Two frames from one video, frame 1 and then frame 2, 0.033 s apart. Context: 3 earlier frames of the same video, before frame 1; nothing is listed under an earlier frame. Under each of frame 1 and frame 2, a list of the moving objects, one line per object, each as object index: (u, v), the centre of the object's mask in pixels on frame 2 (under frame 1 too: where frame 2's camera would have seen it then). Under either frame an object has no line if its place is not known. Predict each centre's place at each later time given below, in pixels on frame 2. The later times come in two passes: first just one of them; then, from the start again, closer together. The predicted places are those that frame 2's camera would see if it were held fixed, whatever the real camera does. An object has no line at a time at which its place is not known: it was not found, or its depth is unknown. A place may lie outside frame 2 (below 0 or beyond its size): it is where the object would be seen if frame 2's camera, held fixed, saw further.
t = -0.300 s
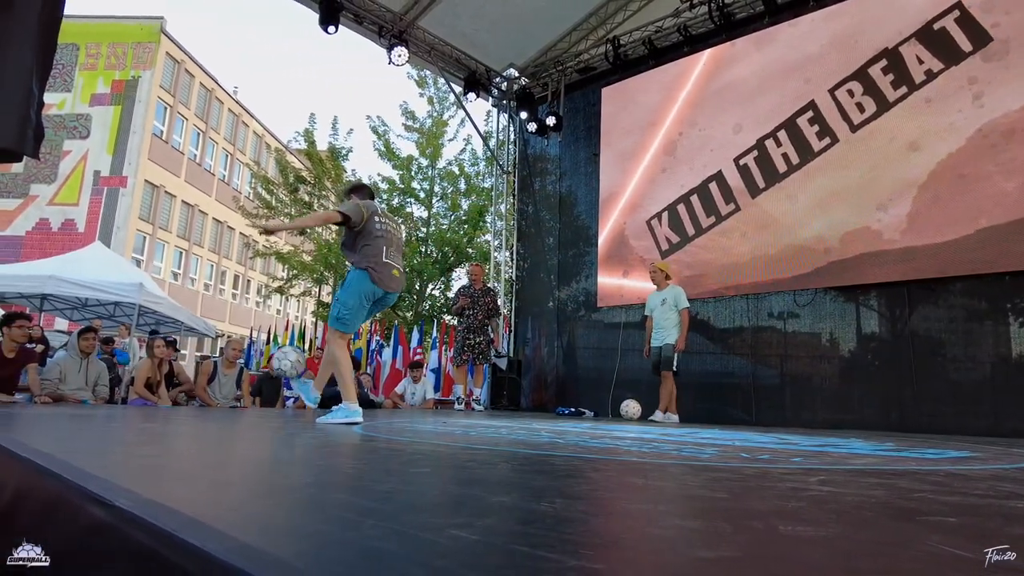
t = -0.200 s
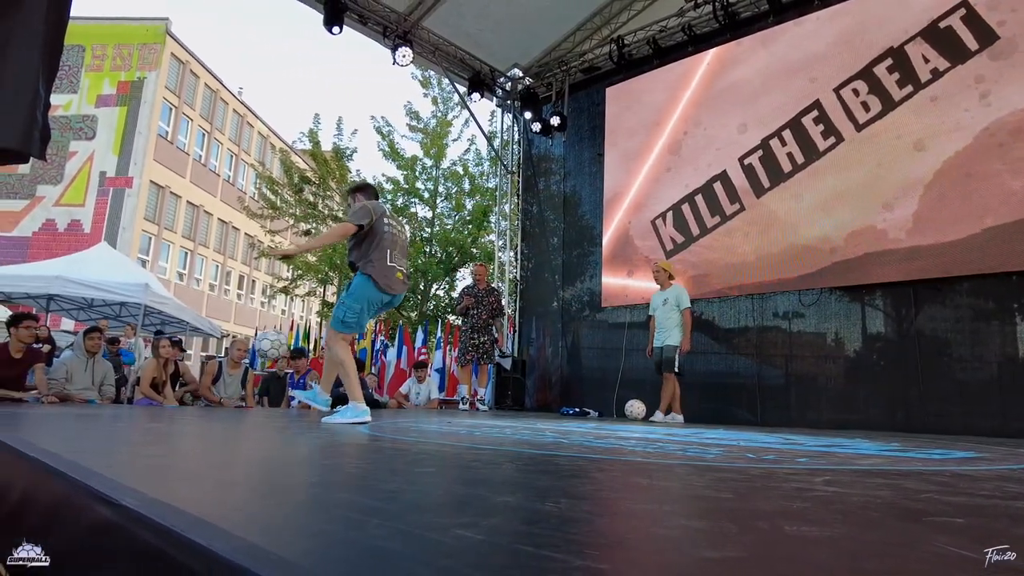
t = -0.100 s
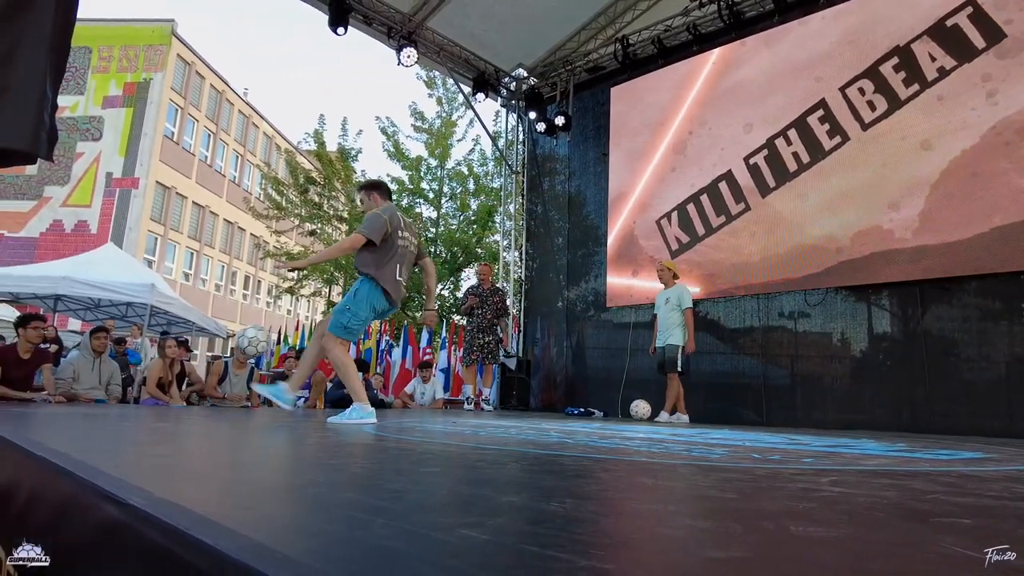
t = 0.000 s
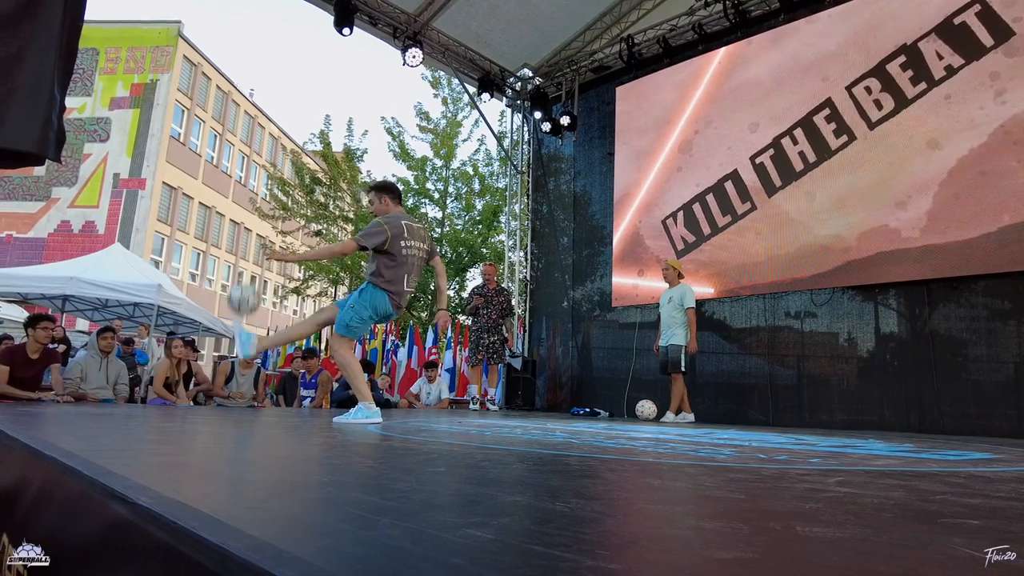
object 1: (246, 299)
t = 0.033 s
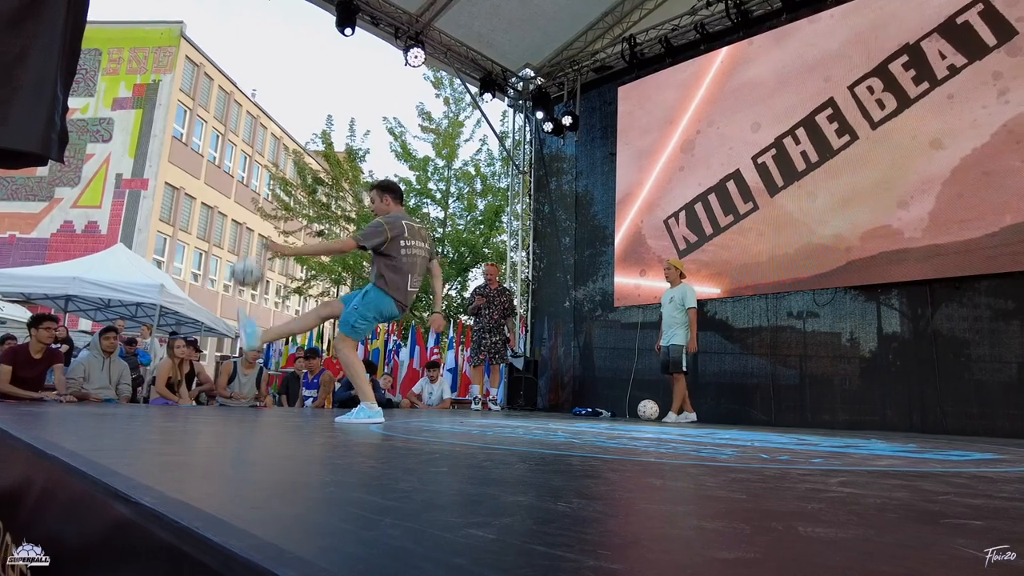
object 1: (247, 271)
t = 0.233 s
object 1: (251, 149)
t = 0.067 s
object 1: (250, 247)
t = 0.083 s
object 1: (251, 235)
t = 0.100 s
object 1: (249, 223)
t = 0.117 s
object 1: (249, 212)
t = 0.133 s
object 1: (250, 202)
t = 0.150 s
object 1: (251, 192)
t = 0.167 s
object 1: (251, 181)
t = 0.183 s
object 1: (252, 173)
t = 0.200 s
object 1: (252, 164)
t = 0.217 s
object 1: (252, 155)
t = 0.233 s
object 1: (251, 149)
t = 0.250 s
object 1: (252, 140)
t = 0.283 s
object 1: (253, 125)
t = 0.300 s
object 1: (252, 118)
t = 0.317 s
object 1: (253, 112)
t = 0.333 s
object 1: (253, 106)
